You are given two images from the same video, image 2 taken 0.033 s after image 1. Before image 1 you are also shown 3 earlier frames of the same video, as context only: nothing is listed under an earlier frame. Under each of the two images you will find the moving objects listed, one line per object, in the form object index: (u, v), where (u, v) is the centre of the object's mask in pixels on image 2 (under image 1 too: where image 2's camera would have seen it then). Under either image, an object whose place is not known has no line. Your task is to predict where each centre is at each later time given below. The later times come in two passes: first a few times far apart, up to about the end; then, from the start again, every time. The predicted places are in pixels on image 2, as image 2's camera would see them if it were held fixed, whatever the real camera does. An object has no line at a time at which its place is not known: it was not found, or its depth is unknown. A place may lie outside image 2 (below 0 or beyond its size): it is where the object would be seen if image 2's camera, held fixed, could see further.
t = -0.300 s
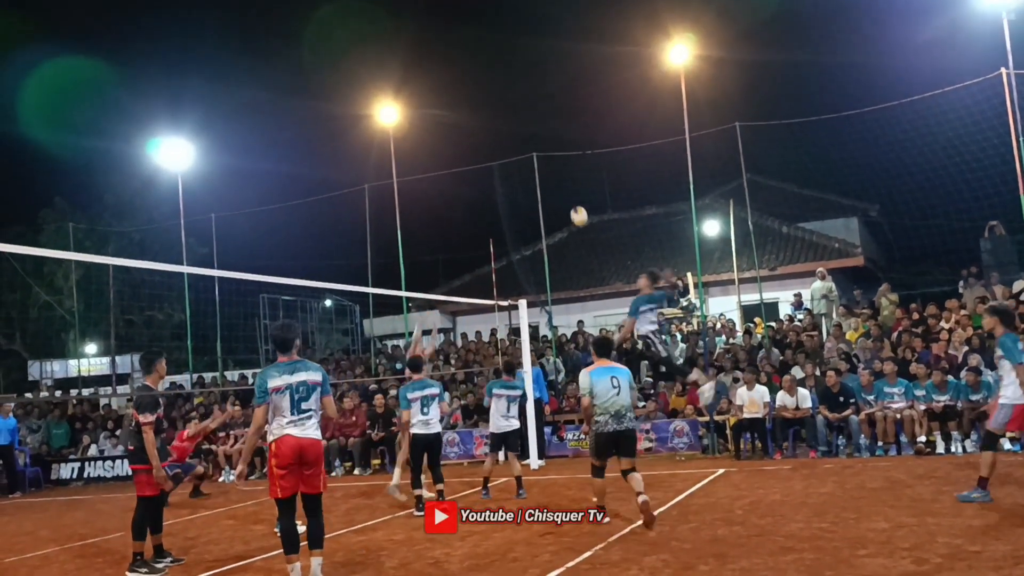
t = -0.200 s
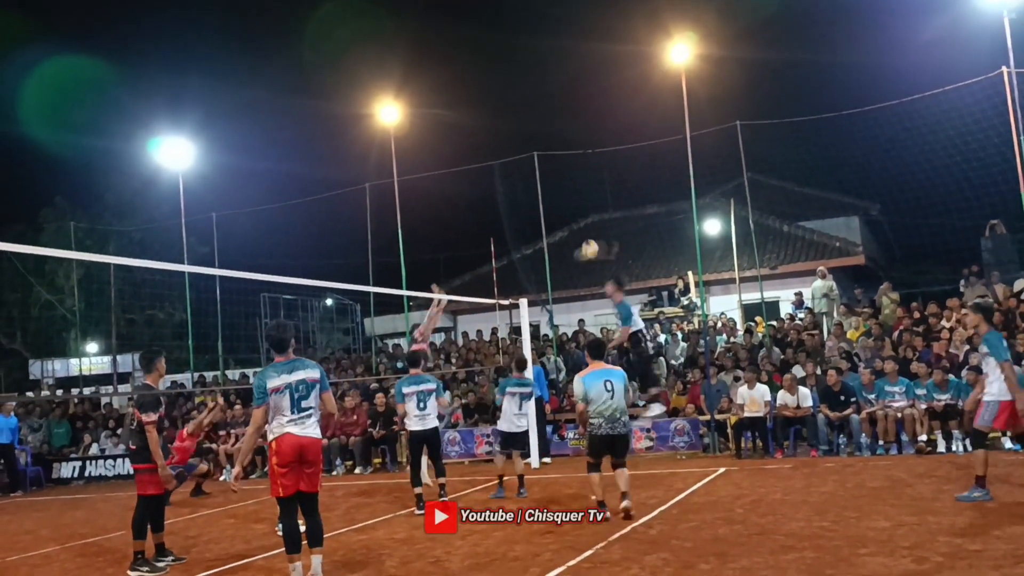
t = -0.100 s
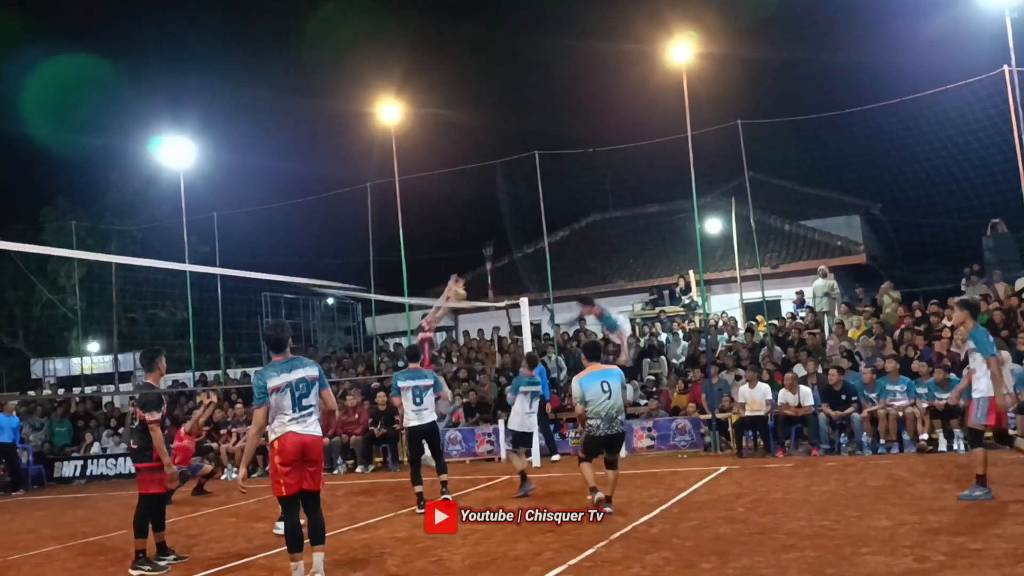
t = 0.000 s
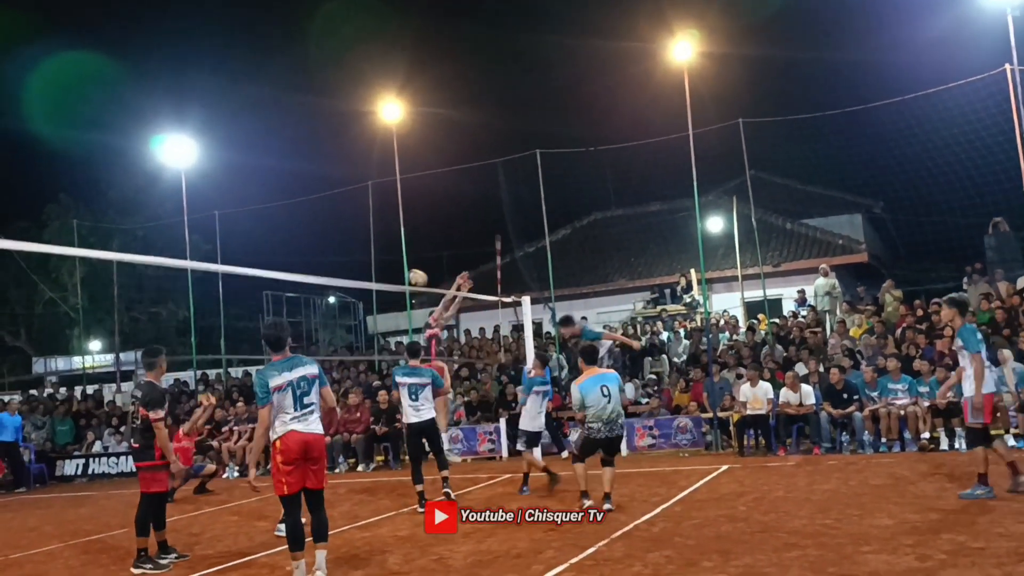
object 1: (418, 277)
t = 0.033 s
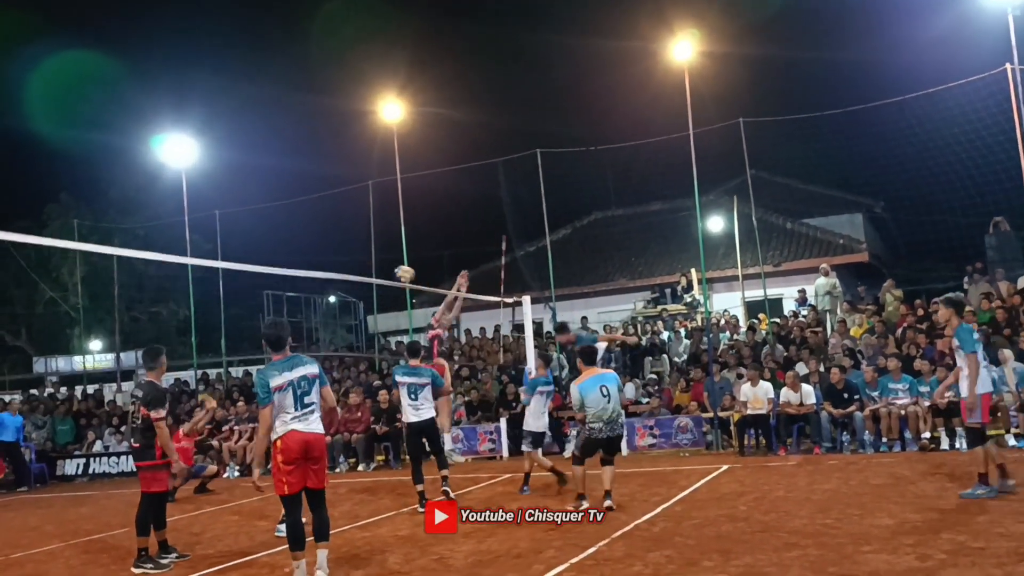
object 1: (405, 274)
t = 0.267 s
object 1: (320, 273)
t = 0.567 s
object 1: (219, 336)
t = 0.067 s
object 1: (392, 271)
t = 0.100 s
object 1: (379, 270)
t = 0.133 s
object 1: (367, 269)
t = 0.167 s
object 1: (355, 269)
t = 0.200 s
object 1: (343, 270)
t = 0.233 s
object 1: (330, 272)
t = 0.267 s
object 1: (320, 273)
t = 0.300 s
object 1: (307, 278)
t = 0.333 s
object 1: (295, 283)
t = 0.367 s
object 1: (285, 287)
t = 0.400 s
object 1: (273, 294)
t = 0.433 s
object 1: (262, 300)
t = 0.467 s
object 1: (251, 308)
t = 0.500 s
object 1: (240, 316)
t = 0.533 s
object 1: (230, 326)
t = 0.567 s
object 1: (219, 336)
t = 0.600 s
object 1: (208, 347)
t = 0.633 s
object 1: (198, 357)
